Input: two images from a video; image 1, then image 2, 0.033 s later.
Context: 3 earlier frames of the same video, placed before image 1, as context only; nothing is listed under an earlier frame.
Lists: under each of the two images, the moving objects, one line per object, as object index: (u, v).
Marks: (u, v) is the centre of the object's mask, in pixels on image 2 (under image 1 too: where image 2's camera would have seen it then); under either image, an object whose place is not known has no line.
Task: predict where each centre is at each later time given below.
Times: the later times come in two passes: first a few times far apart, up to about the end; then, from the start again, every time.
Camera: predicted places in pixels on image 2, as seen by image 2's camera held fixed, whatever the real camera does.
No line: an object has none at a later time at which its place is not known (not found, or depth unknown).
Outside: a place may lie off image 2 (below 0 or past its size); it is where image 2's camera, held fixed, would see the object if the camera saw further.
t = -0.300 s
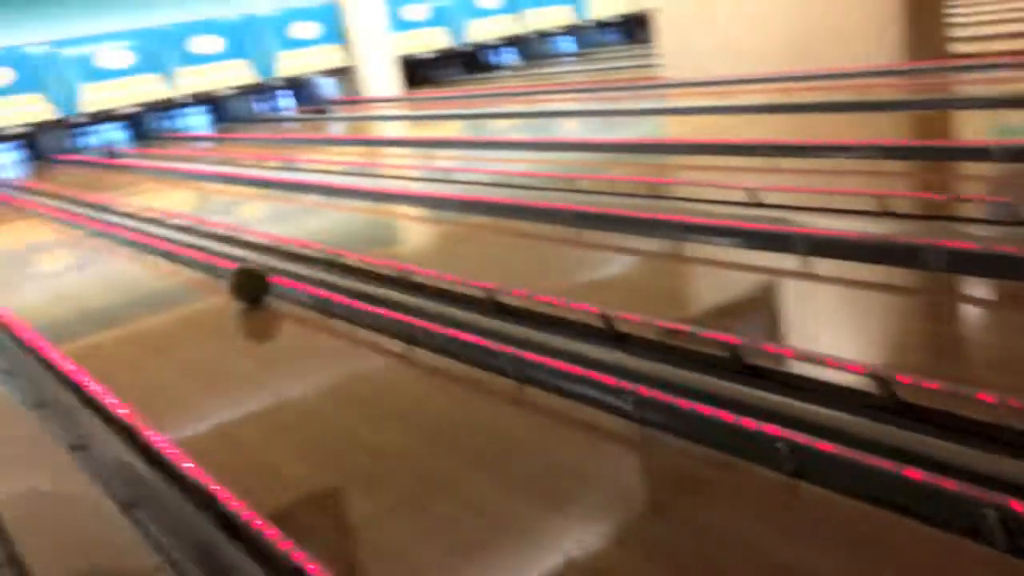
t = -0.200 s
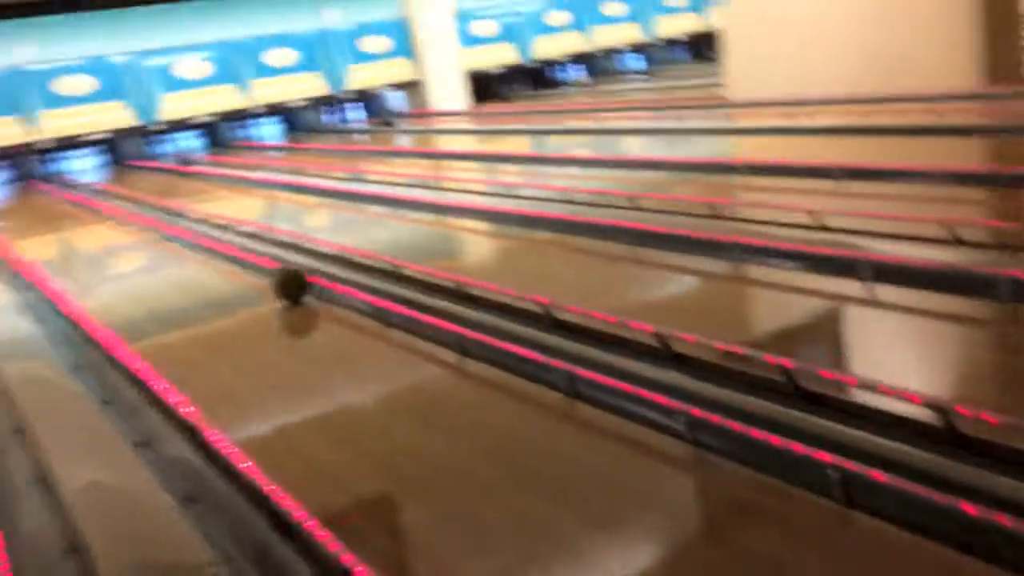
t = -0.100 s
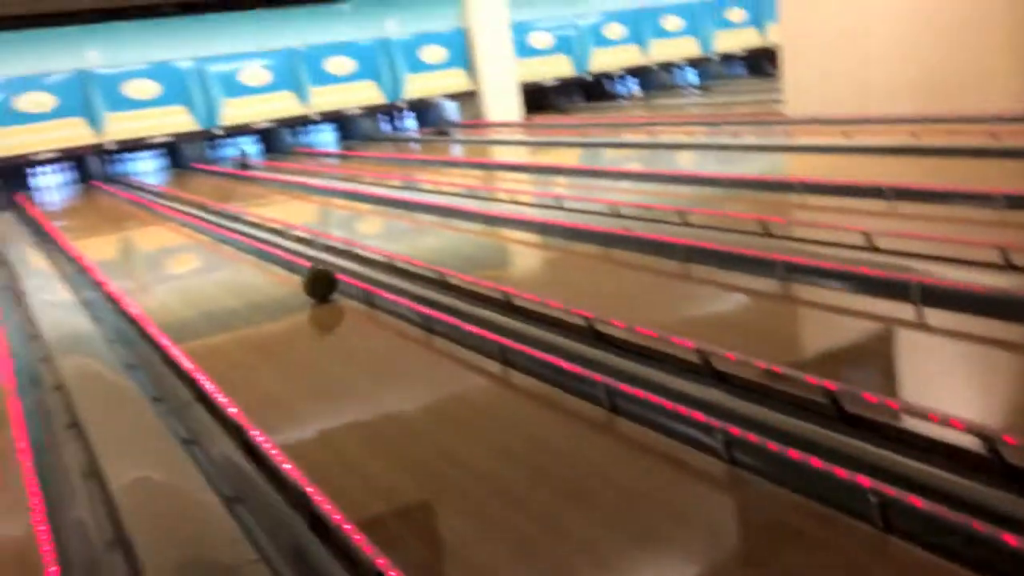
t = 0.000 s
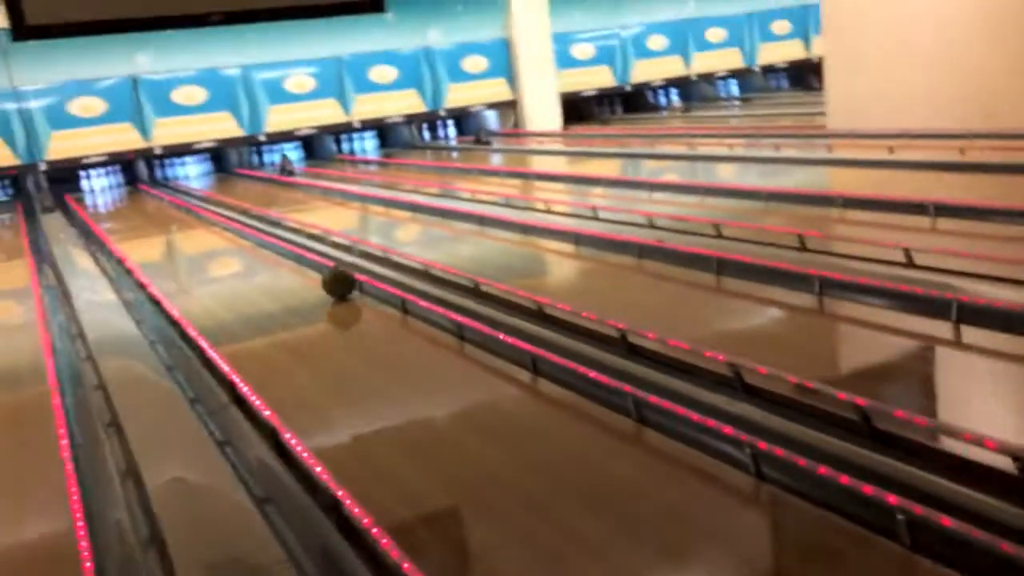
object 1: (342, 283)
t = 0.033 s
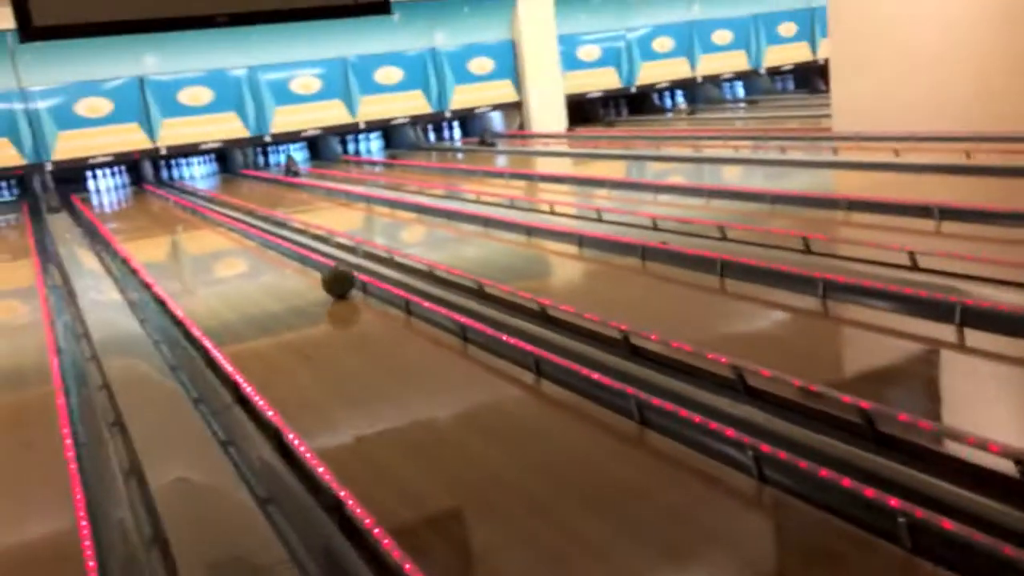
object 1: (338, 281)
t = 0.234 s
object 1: (312, 271)
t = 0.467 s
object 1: (288, 262)
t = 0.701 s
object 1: (268, 253)
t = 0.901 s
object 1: (252, 246)
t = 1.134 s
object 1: (237, 240)
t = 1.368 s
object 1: (224, 234)
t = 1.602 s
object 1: (211, 228)
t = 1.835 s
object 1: (200, 223)
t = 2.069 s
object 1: (188, 221)
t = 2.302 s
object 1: (179, 216)
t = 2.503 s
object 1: (173, 214)
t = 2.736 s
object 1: (164, 210)
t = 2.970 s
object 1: (159, 207)
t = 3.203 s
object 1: (149, 203)
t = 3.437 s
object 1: (145, 200)
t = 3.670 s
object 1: (139, 197)
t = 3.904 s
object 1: (134, 195)
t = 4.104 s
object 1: (129, 193)
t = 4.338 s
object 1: (124, 193)
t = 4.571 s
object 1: (120, 191)
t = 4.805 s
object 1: (116, 189)
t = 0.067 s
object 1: (332, 280)
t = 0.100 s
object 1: (327, 277)
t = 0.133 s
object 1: (323, 276)
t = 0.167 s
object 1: (320, 274)
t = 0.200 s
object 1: (316, 272)
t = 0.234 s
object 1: (312, 271)
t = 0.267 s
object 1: (308, 269)
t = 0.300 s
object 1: (304, 269)
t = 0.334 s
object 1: (301, 267)
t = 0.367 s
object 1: (298, 266)
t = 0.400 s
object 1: (295, 264)
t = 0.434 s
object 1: (292, 264)
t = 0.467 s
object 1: (288, 262)
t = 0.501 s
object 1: (285, 259)
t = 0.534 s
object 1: (283, 258)
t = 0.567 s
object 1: (280, 258)
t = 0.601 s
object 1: (276, 256)
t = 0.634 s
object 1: (273, 255)
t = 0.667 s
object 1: (270, 254)
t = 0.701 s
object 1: (268, 253)
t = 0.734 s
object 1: (266, 251)
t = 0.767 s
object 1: (263, 250)
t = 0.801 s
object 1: (260, 249)
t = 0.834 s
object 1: (257, 249)
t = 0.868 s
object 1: (255, 248)
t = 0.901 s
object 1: (252, 246)
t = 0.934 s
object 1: (250, 245)
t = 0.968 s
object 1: (248, 244)
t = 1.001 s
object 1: (246, 244)
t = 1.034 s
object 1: (244, 242)
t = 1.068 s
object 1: (241, 242)
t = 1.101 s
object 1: (239, 241)
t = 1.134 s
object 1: (237, 240)
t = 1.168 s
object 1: (235, 239)
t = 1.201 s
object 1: (233, 237)
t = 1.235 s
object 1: (231, 237)
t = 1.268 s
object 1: (229, 236)
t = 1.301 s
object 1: (227, 235)
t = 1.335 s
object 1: (225, 235)
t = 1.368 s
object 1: (224, 234)
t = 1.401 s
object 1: (221, 233)
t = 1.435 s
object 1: (219, 232)
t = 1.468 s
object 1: (218, 231)
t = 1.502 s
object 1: (216, 230)
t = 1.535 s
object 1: (215, 230)
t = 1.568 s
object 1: (212, 229)
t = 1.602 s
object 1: (211, 228)
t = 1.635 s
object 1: (209, 228)
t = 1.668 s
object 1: (208, 227)
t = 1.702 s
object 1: (206, 227)
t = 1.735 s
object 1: (204, 227)
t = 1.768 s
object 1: (202, 225)
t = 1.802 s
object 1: (202, 224)
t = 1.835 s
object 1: (200, 223)
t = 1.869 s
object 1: (198, 223)
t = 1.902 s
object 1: (197, 223)
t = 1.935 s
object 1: (196, 222)
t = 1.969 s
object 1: (195, 221)
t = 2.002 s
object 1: (192, 222)
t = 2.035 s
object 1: (190, 222)
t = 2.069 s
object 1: (188, 221)
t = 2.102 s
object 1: (187, 220)
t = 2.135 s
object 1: (186, 219)
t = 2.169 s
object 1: (186, 218)
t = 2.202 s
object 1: (183, 218)
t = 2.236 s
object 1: (183, 217)
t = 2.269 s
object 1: (182, 217)
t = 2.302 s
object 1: (179, 216)
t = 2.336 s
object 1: (178, 216)
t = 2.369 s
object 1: (177, 214)
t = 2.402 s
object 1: (176, 214)
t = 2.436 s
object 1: (175, 214)
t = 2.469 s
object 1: (174, 214)
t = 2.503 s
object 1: (173, 214)
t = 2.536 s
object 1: (172, 214)
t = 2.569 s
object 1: (170, 213)
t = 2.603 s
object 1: (168, 212)
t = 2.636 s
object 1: (168, 212)
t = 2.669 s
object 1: (168, 211)
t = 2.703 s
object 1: (166, 211)
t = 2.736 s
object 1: (164, 210)
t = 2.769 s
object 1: (163, 210)
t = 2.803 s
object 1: (162, 210)
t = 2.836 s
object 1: (161, 208)
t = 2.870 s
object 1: (160, 207)
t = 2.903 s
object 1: (160, 207)
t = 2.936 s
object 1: (160, 207)
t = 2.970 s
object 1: (159, 207)
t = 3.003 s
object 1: (156, 206)
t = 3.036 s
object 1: (155, 206)
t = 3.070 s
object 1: (155, 205)
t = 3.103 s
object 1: (155, 205)
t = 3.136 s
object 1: (152, 205)
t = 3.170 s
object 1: (152, 203)
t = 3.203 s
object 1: (149, 203)
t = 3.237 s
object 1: (149, 202)
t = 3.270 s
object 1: (148, 202)
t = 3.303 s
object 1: (148, 202)
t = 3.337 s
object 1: (146, 201)
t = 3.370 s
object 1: (146, 200)
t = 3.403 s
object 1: (146, 201)
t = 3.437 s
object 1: (145, 200)
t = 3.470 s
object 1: (145, 200)
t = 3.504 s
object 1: (145, 198)
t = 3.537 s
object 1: (144, 198)
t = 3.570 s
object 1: (142, 198)
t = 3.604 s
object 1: (140, 198)
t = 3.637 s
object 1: (139, 197)
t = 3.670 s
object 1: (139, 197)
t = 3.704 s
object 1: (139, 197)
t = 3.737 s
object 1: (137, 197)
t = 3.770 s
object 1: (137, 196)
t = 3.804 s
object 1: (138, 196)
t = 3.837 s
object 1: (137, 196)
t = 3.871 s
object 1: (135, 196)
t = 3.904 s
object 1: (134, 195)
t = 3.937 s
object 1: (133, 195)
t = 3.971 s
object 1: (134, 195)
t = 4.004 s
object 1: (133, 194)
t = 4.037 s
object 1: (132, 194)
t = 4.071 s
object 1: (131, 194)
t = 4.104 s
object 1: (129, 193)
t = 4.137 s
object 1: (130, 193)
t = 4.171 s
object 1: (128, 193)
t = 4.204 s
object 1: (127, 193)
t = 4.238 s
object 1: (127, 194)
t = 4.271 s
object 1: (127, 194)
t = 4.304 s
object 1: (127, 193)
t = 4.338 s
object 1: (124, 193)
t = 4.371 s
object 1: (123, 192)
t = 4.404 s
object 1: (123, 193)
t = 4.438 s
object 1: (122, 192)
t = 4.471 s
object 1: (122, 192)
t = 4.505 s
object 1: (121, 191)
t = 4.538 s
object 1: (120, 191)
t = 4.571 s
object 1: (120, 191)
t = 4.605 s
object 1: (119, 191)
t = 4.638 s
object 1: (118, 191)
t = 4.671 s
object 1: (118, 190)
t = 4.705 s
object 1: (118, 190)
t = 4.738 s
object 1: (116, 189)
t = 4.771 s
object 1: (116, 189)
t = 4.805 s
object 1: (116, 189)
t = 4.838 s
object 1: (115, 189)
